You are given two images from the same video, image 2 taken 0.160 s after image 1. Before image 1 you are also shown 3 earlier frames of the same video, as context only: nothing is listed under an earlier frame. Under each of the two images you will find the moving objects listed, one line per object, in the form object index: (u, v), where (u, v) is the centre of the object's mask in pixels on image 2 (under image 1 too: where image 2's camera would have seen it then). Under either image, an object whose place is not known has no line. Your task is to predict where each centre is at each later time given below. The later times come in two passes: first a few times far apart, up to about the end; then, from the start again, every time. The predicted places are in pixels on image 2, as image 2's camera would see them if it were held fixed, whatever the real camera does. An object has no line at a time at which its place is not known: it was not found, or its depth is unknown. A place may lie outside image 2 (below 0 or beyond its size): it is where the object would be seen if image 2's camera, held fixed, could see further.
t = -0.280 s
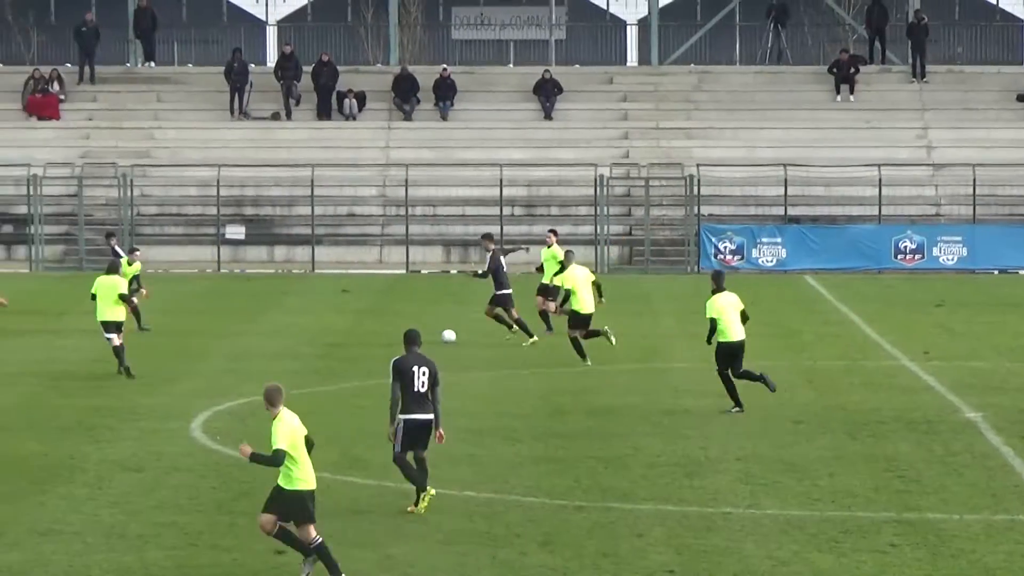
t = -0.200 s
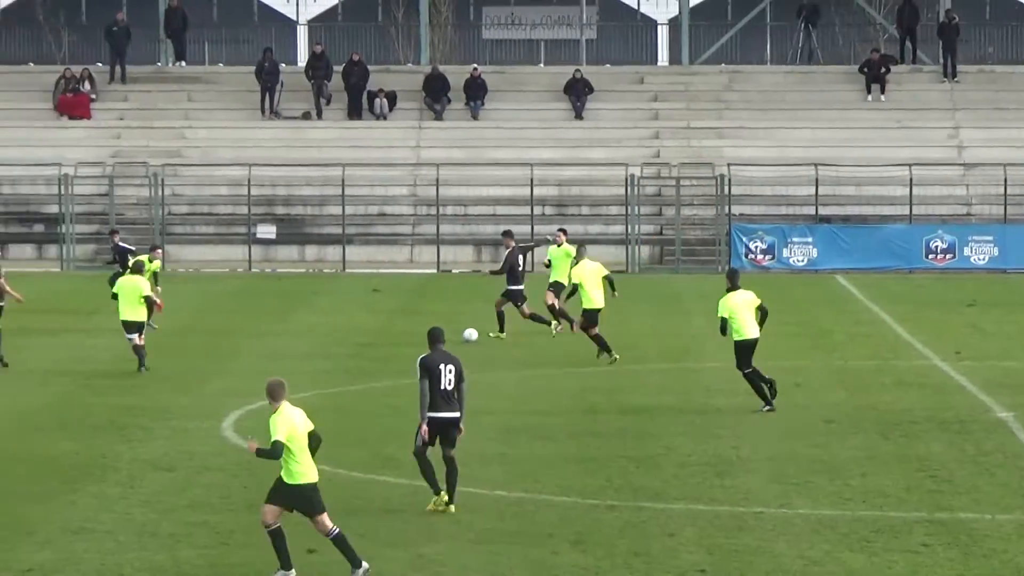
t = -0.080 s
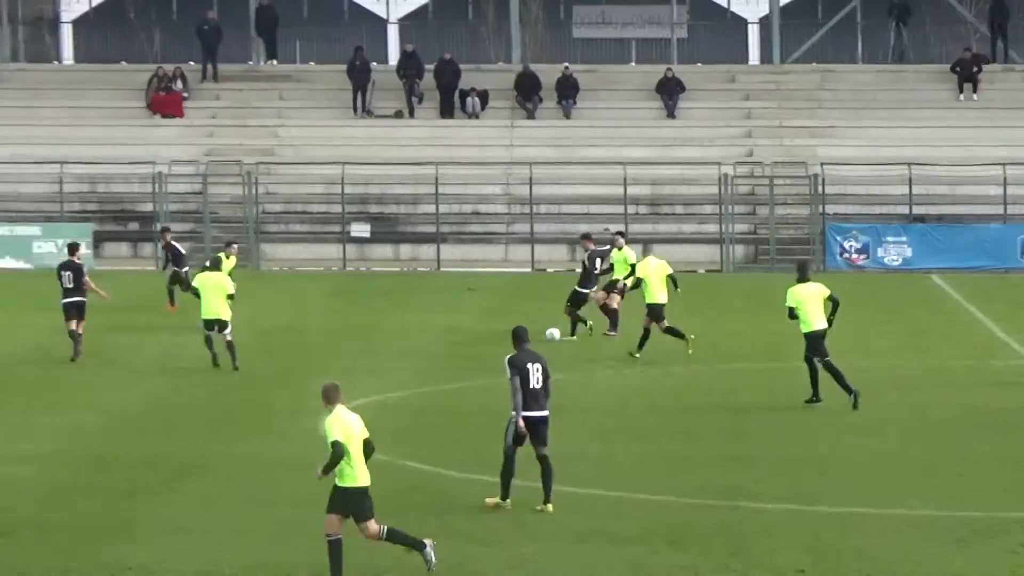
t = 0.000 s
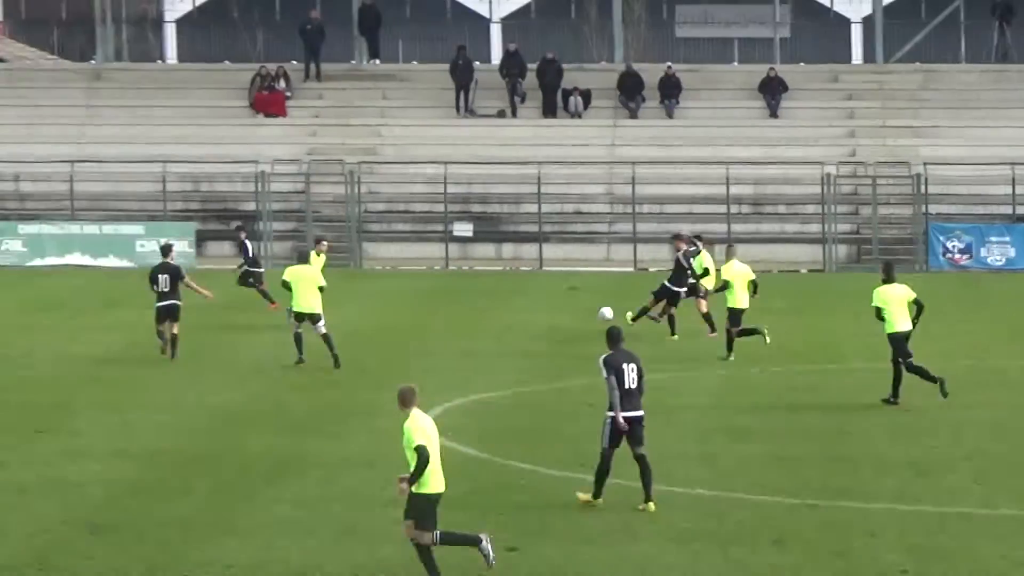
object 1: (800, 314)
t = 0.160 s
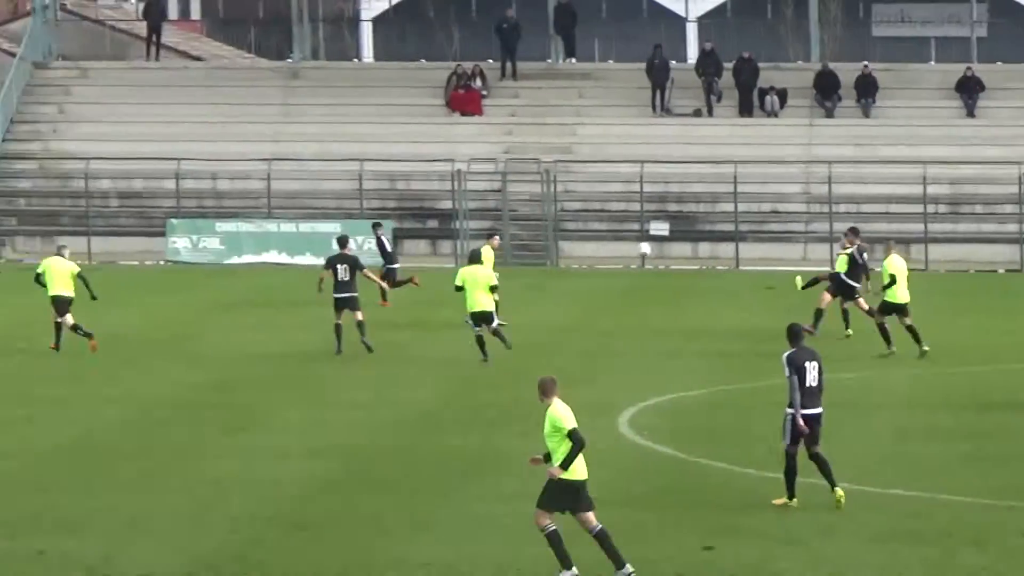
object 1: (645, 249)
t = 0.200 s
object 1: (607, 236)
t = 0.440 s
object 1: (406, 171)
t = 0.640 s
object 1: (250, 140)
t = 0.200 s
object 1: (607, 236)
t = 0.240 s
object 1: (572, 222)
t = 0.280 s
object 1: (539, 211)
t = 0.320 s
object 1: (505, 199)
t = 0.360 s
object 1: (471, 189)
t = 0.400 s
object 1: (438, 180)
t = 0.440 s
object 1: (406, 171)
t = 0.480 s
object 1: (373, 164)
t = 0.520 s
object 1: (341, 156)
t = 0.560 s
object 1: (312, 150)
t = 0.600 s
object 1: (280, 144)
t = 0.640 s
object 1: (250, 140)
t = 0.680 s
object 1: (219, 135)
